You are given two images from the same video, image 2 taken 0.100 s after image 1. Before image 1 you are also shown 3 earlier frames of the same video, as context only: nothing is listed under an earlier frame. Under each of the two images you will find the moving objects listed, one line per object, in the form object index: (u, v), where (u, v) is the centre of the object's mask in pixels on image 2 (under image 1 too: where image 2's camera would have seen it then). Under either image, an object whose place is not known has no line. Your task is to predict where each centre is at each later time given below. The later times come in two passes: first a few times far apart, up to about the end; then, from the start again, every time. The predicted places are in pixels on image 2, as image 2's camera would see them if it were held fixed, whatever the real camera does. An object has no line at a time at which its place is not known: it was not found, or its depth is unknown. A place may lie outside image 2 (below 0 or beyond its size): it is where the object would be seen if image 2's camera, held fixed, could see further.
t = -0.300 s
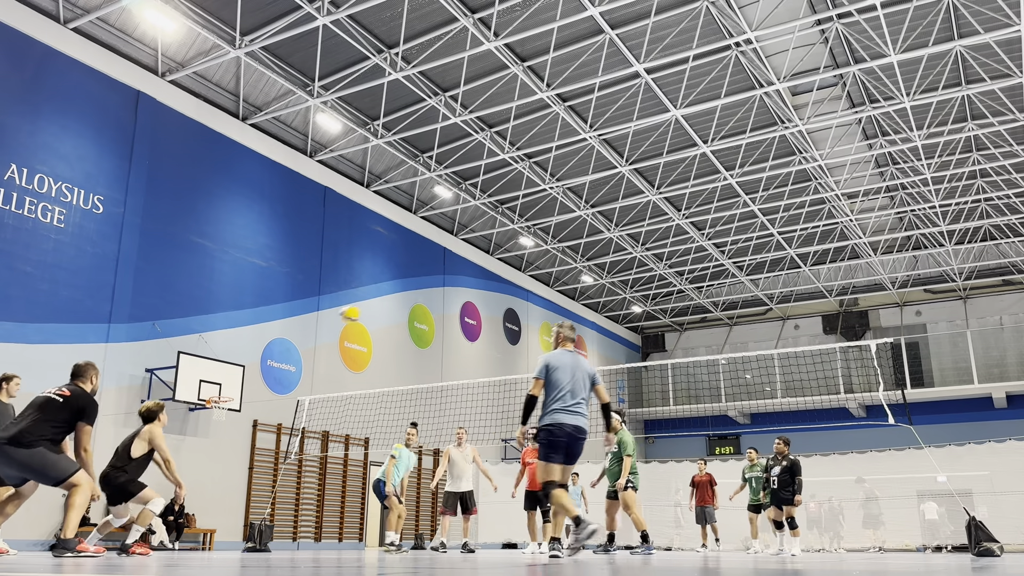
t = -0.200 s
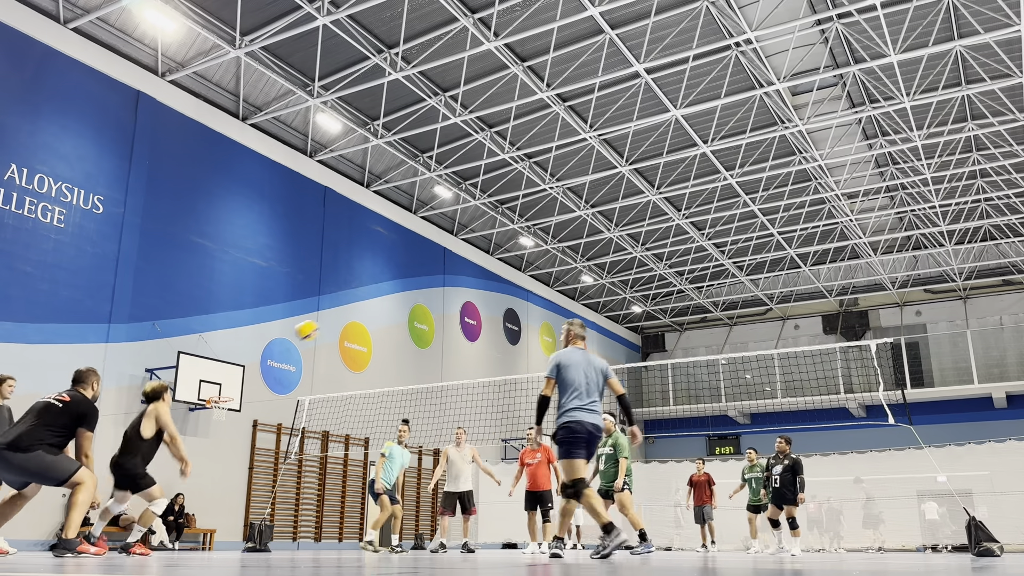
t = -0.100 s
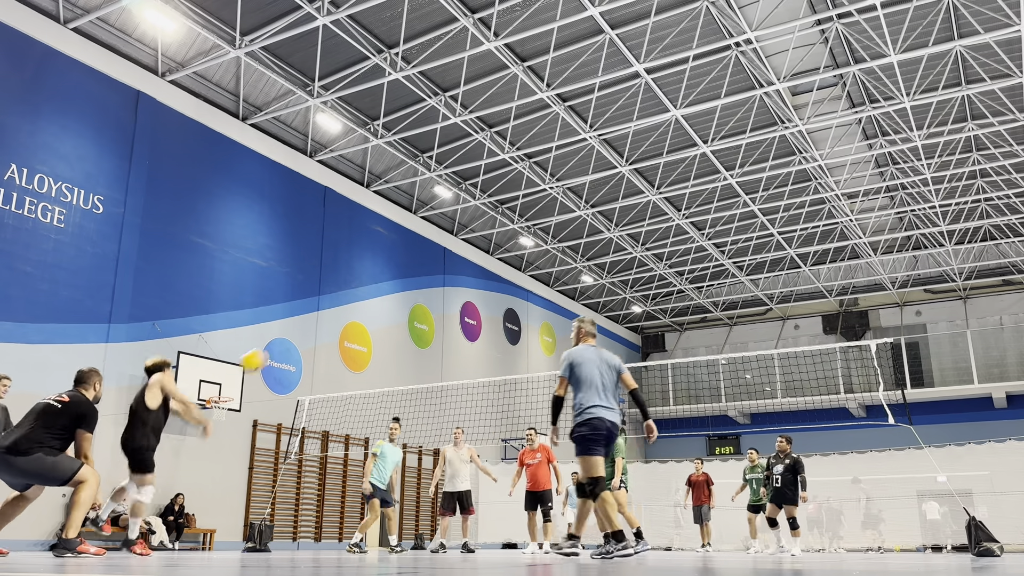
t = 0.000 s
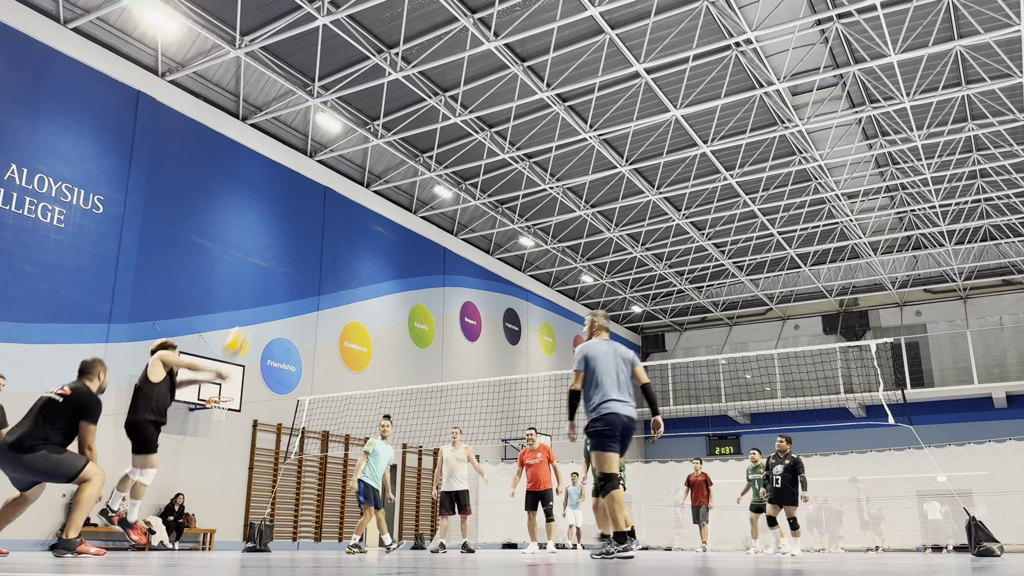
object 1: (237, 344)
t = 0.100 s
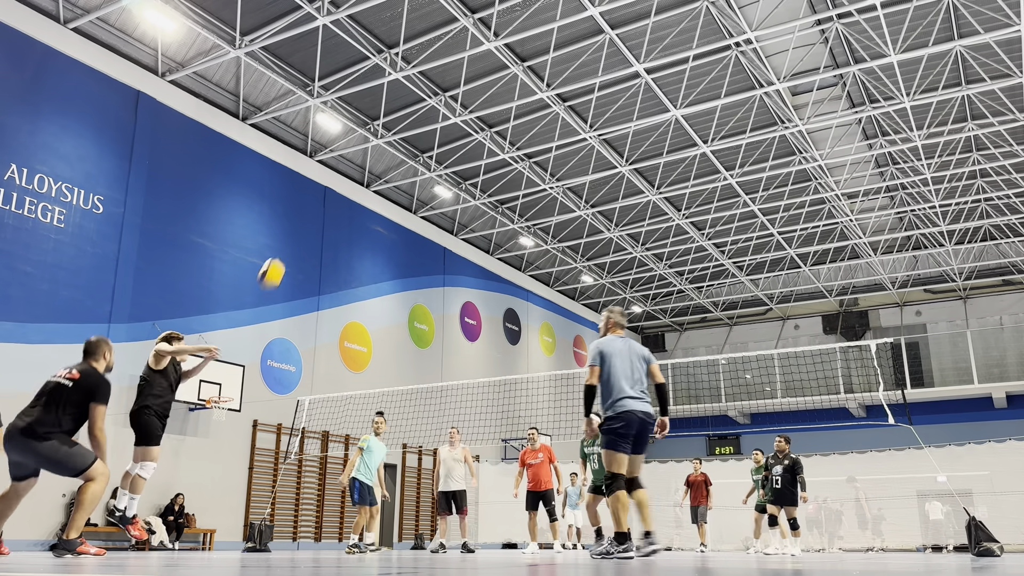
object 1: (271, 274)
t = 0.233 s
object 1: (312, 207)
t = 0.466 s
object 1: (365, 146)
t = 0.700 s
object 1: (407, 138)
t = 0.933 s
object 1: (442, 171)
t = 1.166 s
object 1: (472, 237)
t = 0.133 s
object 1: (282, 255)
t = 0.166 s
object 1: (292, 237)
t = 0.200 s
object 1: (302, 221)
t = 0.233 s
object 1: (312, 207)
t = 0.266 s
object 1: (320, 195)
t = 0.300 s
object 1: (329, 183)
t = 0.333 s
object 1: (337, 172)
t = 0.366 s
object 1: (345, 165)
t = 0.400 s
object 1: (352, 158)
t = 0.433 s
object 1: (359, 151)
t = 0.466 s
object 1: (365, 146)
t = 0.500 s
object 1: (372, 143)
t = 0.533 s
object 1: (378, 140)
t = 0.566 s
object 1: (385, 137)
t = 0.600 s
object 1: (390, 136)
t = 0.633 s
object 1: (396, 136)
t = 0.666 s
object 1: (402, 137)
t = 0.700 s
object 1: (407, 138)
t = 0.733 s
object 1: (413, 141)
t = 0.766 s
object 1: (418, 144)
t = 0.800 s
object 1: (423, 147)
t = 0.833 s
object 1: (428, 152)
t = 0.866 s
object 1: (433, 159)
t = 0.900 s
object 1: (437, 164)
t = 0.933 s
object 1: (442, 171)
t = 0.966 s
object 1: (447, 178)
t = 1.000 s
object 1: (451, 185)
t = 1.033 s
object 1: (456, 195)
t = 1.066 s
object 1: (460, 205)
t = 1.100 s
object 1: (464, 216)
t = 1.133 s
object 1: (468, 225)
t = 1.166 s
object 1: (472, 237)
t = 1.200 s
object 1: (476, 248)
